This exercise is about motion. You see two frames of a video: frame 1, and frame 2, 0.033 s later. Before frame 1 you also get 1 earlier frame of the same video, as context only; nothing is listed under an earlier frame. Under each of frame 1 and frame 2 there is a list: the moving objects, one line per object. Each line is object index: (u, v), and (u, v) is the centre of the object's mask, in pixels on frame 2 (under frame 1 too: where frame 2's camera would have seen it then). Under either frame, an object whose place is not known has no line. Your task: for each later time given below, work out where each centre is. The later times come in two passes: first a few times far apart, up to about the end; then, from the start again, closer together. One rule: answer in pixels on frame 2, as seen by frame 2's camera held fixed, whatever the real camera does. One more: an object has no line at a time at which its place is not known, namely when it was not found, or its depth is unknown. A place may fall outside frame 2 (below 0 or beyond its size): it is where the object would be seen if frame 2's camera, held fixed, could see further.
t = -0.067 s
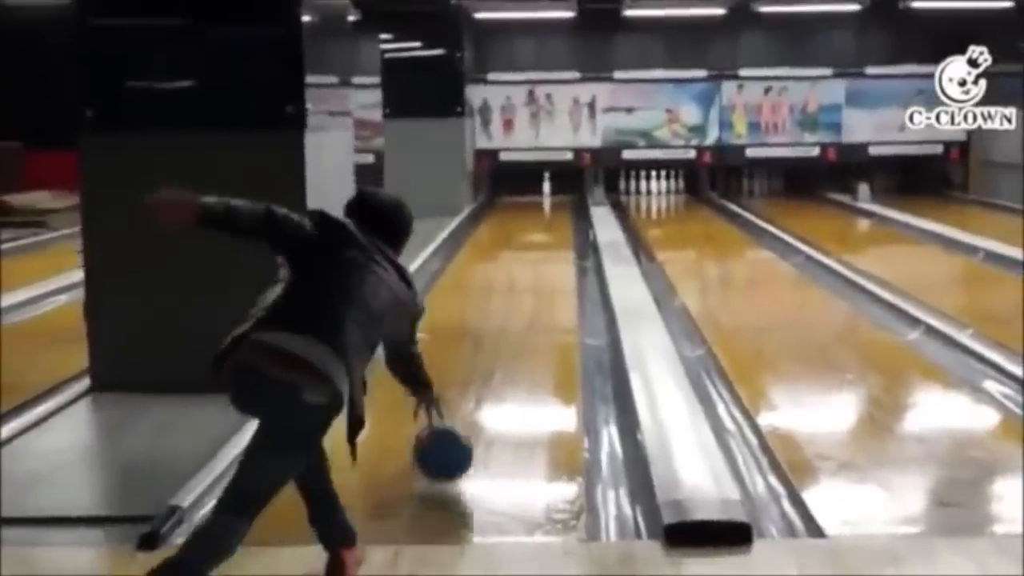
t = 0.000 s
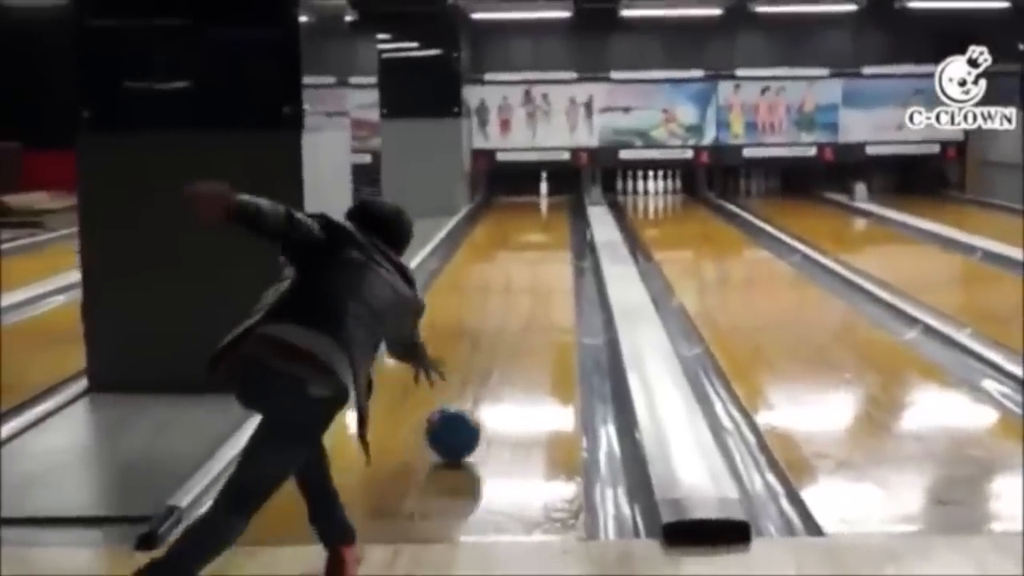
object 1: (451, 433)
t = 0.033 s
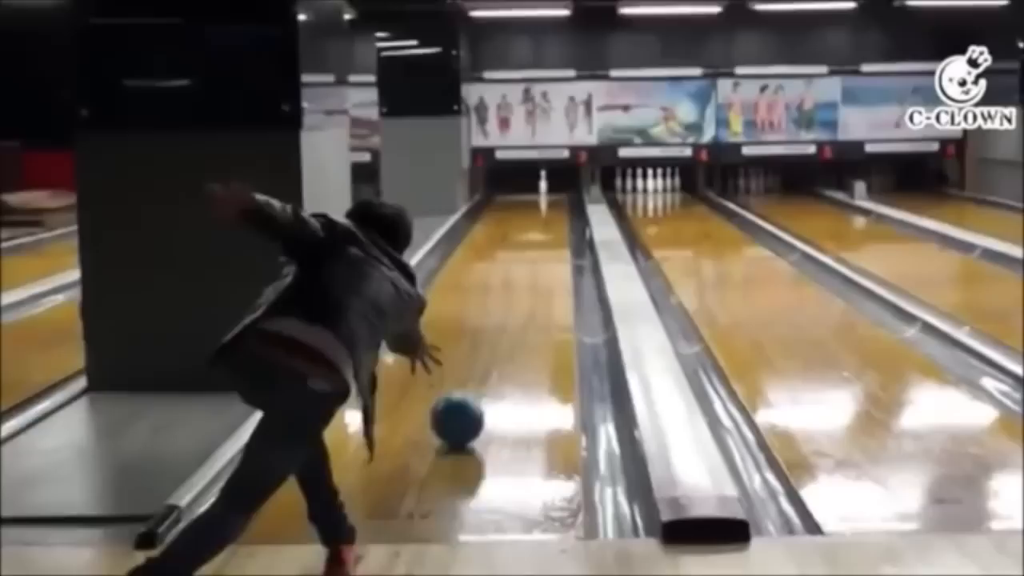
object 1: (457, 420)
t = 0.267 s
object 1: (483, 357)
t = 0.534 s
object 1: (501, 310)
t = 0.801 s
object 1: (513, 281)
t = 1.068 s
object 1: (521, 260)
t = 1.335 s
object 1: (527, 242)
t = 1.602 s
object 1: (532, 227)
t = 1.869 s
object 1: (539, 218)
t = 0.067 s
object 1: (461, 409)
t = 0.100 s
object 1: (465, 398)
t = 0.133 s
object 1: (470, 389)
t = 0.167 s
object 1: (473, 380)
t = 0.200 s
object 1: (477, 372)
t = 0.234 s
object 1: (480, 364)
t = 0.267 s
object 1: (483, 357)
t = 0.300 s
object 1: (486, 351)
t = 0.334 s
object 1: (489, 344)
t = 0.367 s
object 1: (491, 338)
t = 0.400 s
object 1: (493, 331)
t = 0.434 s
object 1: (496, 325)
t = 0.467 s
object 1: (498, 320)
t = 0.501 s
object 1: (500, 316)
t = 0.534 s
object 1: (501, 310)
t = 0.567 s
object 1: (503, 306)
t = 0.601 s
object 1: (505, 302)
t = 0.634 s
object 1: (506, 298)
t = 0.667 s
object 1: (508, 295)
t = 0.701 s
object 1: (509, 291)
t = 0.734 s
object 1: (511, 287)
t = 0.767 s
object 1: (512, 285)
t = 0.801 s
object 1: (513, 281)
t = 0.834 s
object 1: (515, 278)
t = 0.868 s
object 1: (515, 275)
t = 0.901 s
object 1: (516, 272)
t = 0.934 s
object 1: (518, 269)
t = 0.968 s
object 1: (518, 267)
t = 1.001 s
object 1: (519, 264)
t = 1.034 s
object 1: (520, 262)
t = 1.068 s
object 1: (521, 260)
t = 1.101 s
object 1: (522, 258)
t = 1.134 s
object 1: (523, 256)
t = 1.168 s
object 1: (523, 253)
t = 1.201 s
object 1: (525, 251)
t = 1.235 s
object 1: (526, 249)
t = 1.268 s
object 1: (527, 247)
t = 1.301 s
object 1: (527, 244)
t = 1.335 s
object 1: (527, 242)
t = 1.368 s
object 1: (528, 241)
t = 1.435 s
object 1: (530, 237)
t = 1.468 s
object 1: (530, 235)
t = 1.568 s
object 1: (532, 228)
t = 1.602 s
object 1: (532, 227)
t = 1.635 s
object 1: (533, 226)
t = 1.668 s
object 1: (535, 225)
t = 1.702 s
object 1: (535, 224)
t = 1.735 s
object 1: (536, 222)
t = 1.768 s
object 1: (536, 221)
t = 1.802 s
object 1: (537, 221)
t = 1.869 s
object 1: (539, 218)
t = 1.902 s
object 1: (540, 217)
